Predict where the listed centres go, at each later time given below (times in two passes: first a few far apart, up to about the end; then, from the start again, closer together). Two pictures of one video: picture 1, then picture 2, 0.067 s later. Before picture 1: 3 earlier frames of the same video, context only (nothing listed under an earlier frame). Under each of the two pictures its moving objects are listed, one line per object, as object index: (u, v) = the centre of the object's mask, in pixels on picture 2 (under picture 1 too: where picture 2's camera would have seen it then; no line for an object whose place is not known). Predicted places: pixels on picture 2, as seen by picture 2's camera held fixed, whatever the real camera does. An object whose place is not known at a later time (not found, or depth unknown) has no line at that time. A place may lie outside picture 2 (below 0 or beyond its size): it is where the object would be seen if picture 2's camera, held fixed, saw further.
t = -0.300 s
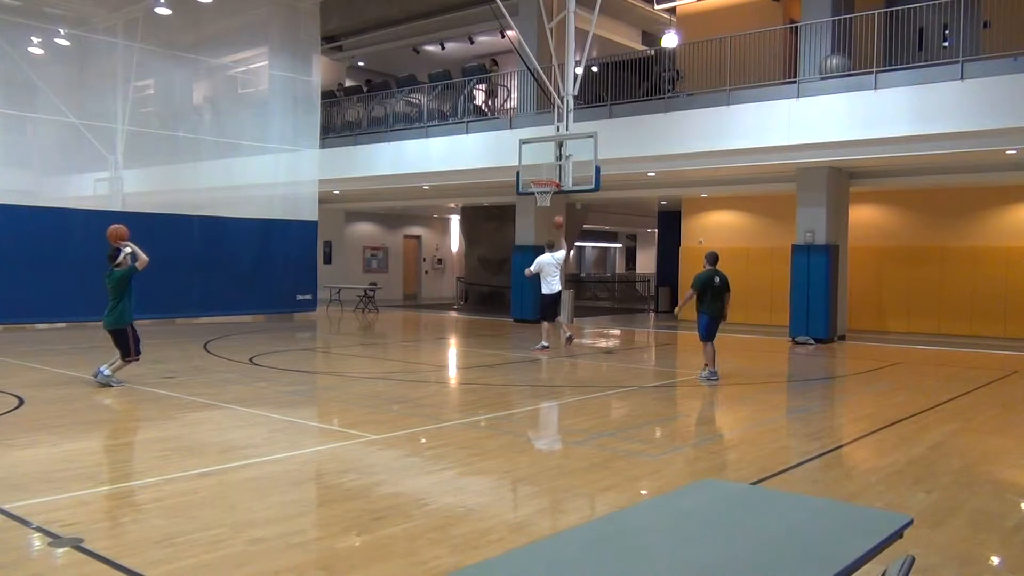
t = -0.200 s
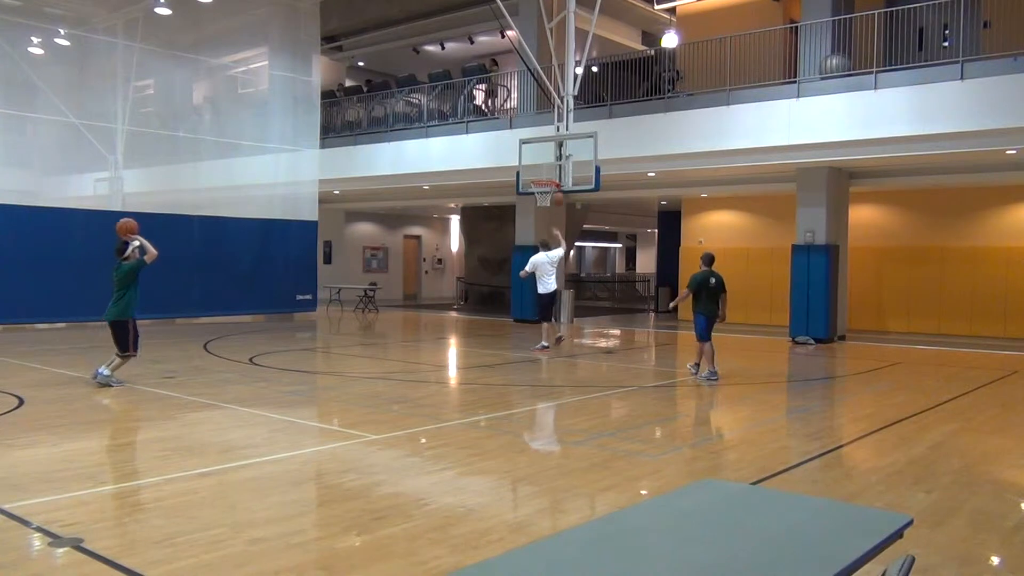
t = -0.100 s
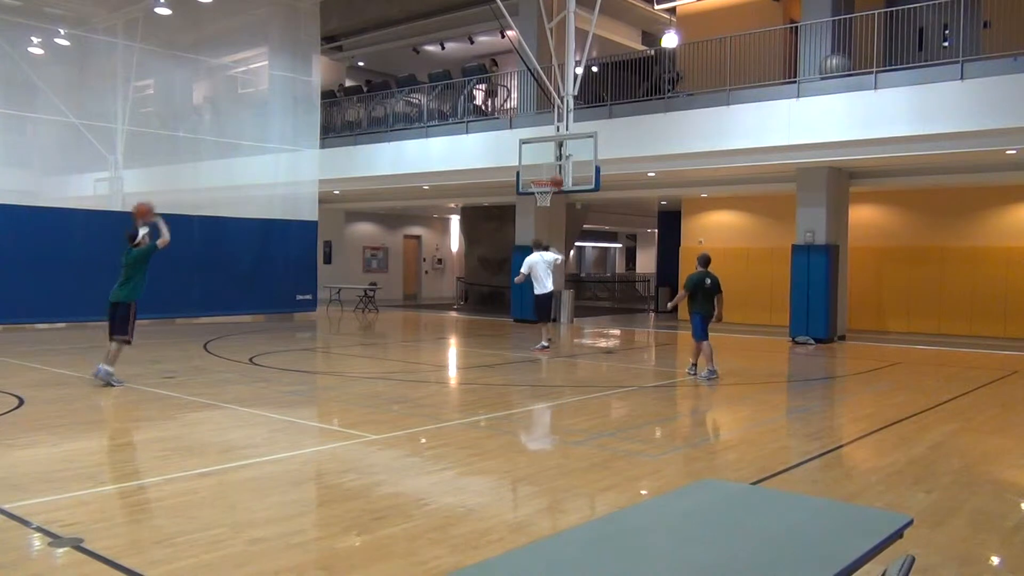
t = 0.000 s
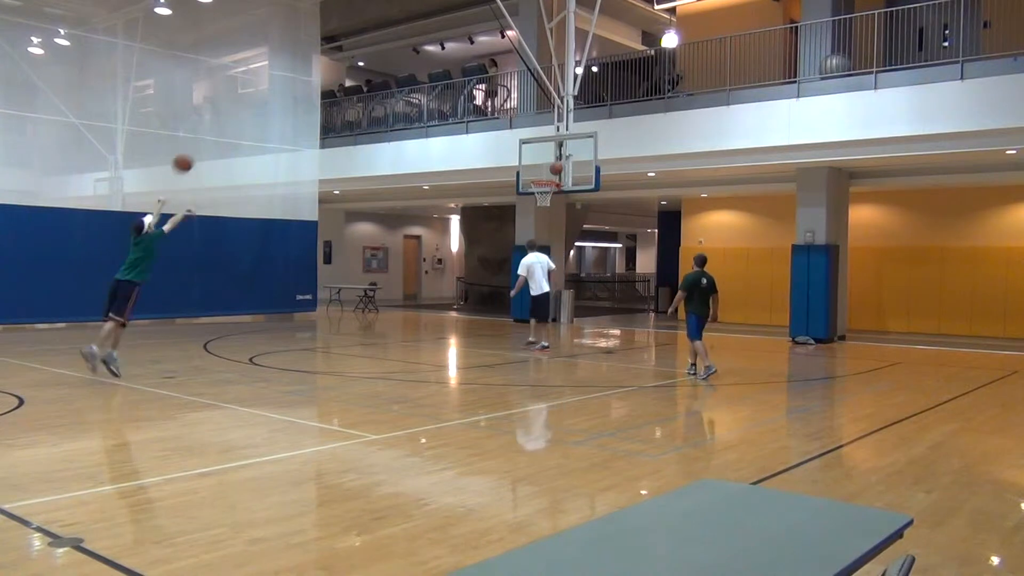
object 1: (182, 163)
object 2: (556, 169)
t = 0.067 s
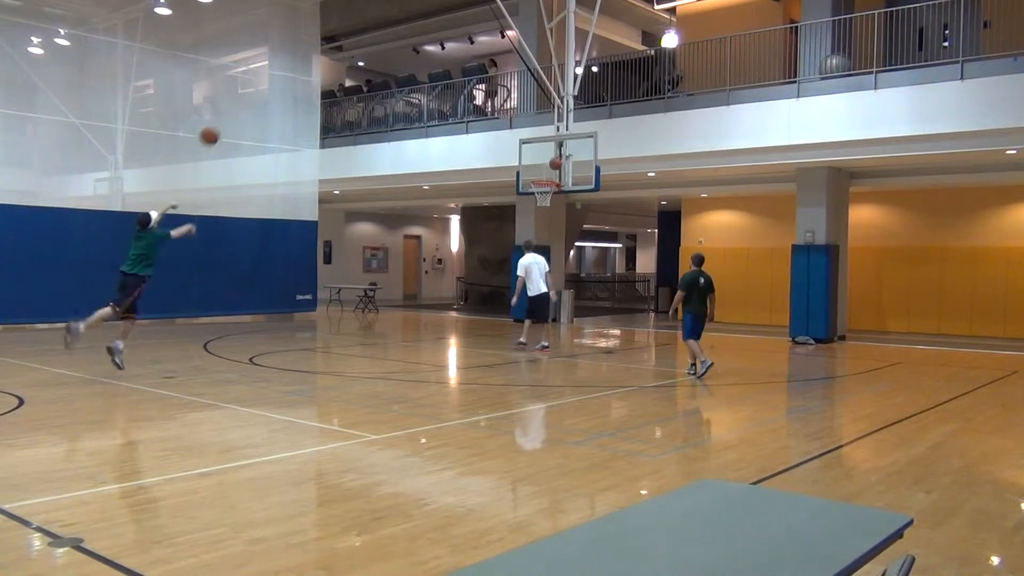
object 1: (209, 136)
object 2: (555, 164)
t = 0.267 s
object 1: (280, 83)
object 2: (554, 162)
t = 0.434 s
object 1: (329, 66)
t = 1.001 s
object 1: (457, 133)
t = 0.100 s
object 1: (222, 124)
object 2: (555, 162)
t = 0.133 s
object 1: (234, 113)
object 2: (555, 161)
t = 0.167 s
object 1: (246, 104)
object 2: (555, 160)
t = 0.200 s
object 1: (257, 96)
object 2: (555, 160)
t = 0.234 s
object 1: (269, 89)
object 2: (554, 161)
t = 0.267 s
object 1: (280, 83)
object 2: (554, 162)
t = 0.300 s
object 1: (291, 78)
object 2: (554, 164)
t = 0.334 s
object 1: (300, 74)
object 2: (553, 166)
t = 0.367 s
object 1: (310, 70)
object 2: (553, 169)
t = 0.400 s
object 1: (320, 68)
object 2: (553, 173)
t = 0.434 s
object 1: (329, 66)
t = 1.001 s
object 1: (457, 133)
